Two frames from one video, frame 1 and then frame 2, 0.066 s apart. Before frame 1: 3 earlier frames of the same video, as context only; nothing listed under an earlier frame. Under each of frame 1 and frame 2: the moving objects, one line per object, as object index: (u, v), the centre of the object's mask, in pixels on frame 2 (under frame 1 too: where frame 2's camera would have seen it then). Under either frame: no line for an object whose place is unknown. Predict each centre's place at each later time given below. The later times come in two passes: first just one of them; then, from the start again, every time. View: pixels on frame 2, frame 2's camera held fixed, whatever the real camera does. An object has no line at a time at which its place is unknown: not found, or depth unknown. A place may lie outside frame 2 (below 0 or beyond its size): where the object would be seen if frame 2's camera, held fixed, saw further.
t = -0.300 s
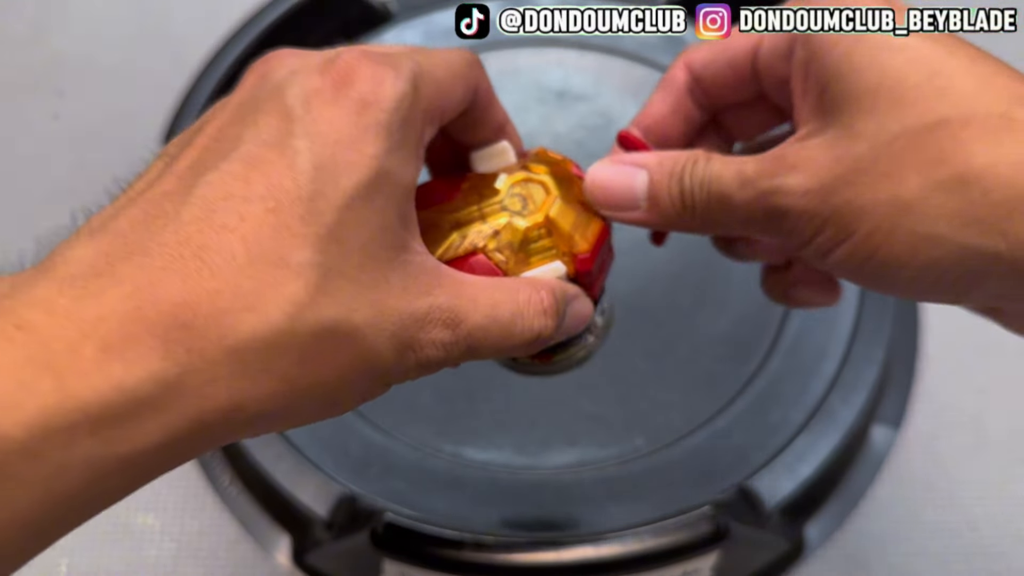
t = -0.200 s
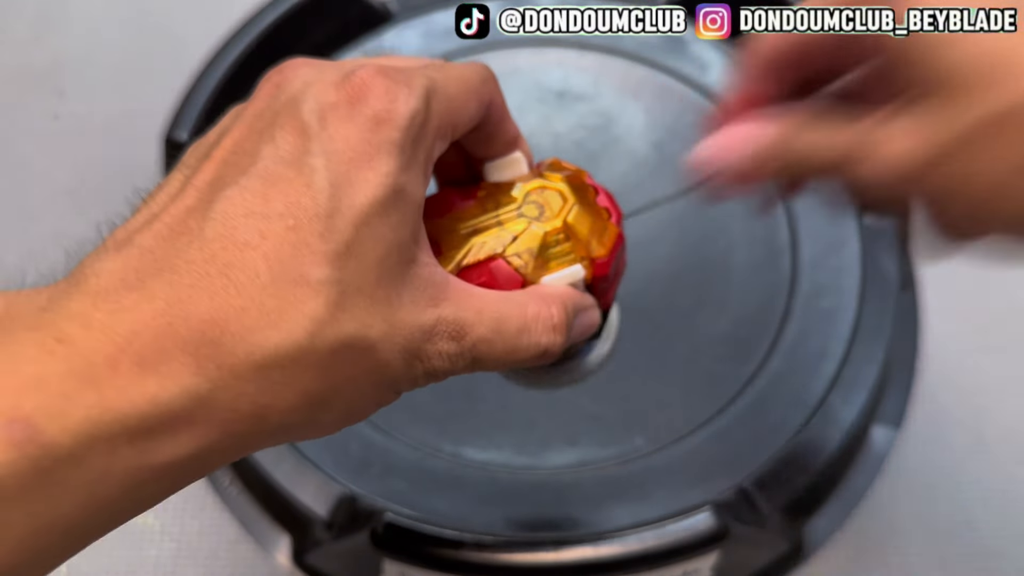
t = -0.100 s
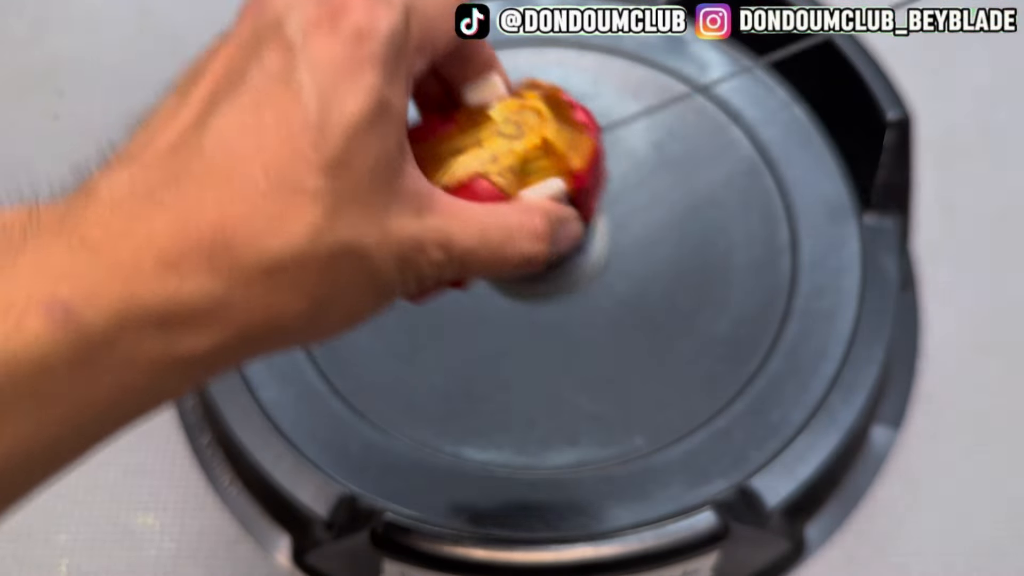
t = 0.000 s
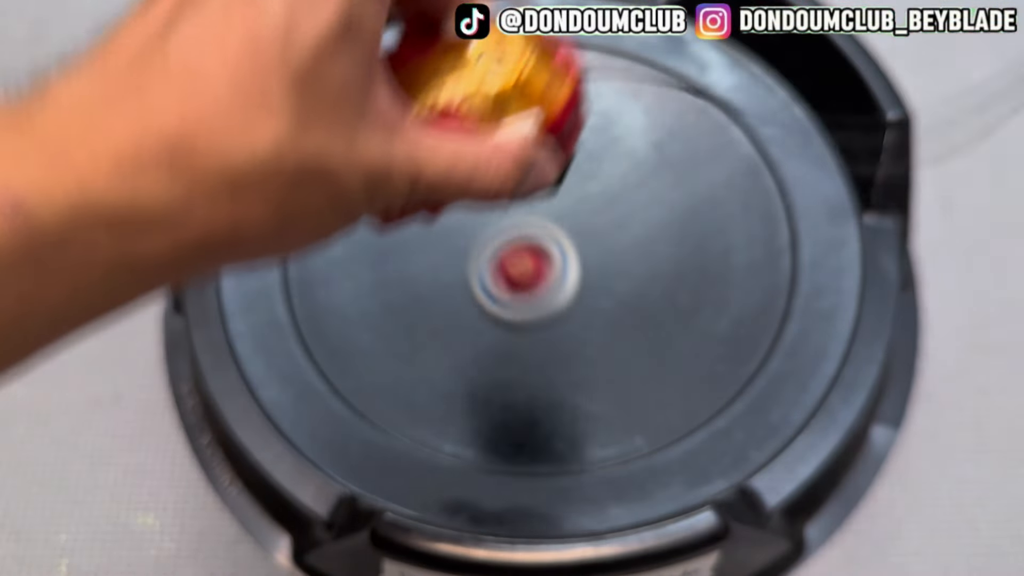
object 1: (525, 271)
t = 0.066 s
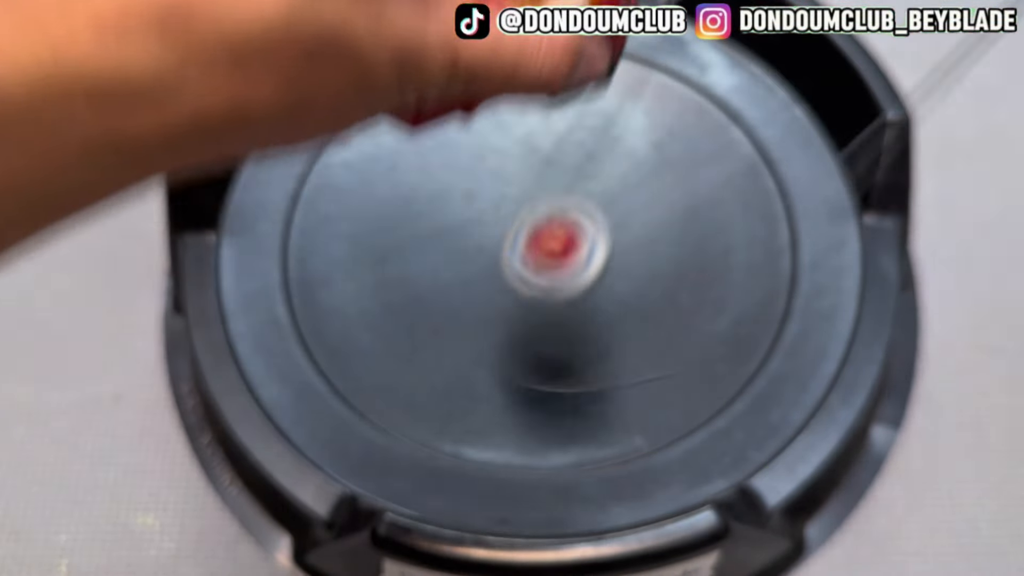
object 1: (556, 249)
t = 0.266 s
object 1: (632, 147)
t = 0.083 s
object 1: (565, 225)
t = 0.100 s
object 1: (574, 201)
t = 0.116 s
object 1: (581, 182)
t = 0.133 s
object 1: (590, 167)
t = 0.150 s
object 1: (599, 153)
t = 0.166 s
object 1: (607, 145)
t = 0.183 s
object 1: (613, 141)
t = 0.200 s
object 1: (620, 140)
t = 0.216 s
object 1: (625, 143)
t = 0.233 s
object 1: (630, 149)
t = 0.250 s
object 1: (629, 154)
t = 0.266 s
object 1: (632, 147)
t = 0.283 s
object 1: (627, 130)
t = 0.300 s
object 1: (622, 118)
